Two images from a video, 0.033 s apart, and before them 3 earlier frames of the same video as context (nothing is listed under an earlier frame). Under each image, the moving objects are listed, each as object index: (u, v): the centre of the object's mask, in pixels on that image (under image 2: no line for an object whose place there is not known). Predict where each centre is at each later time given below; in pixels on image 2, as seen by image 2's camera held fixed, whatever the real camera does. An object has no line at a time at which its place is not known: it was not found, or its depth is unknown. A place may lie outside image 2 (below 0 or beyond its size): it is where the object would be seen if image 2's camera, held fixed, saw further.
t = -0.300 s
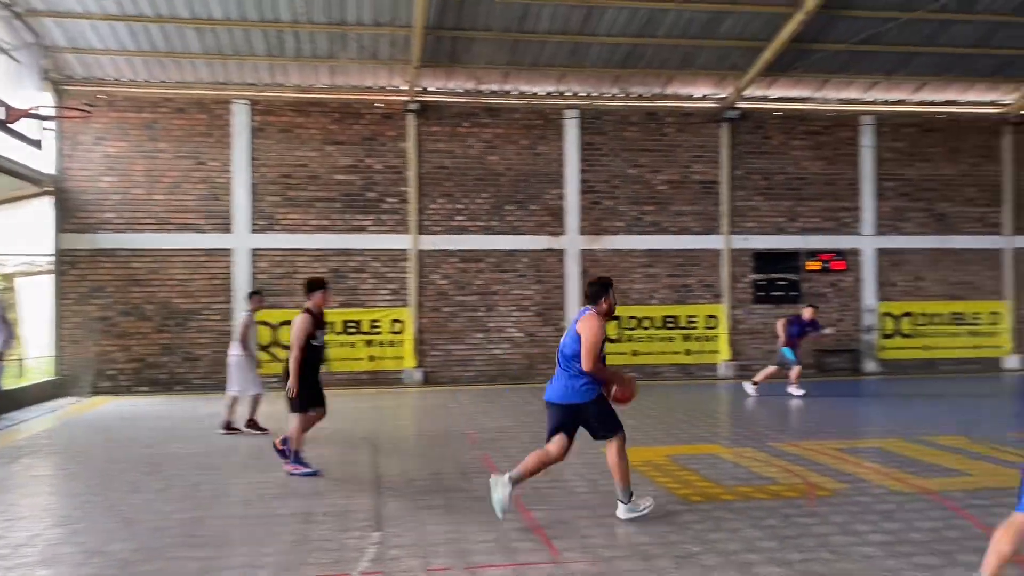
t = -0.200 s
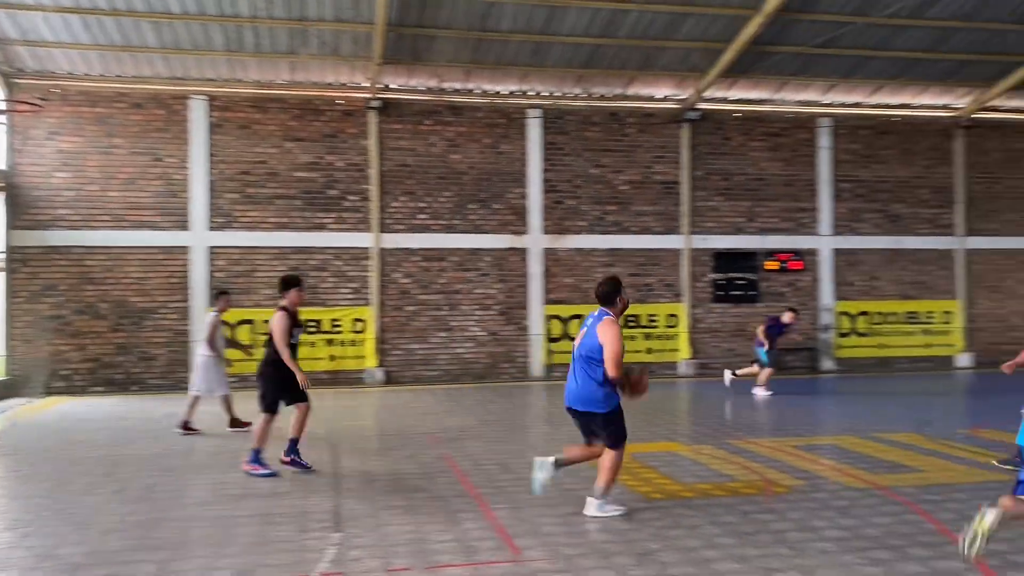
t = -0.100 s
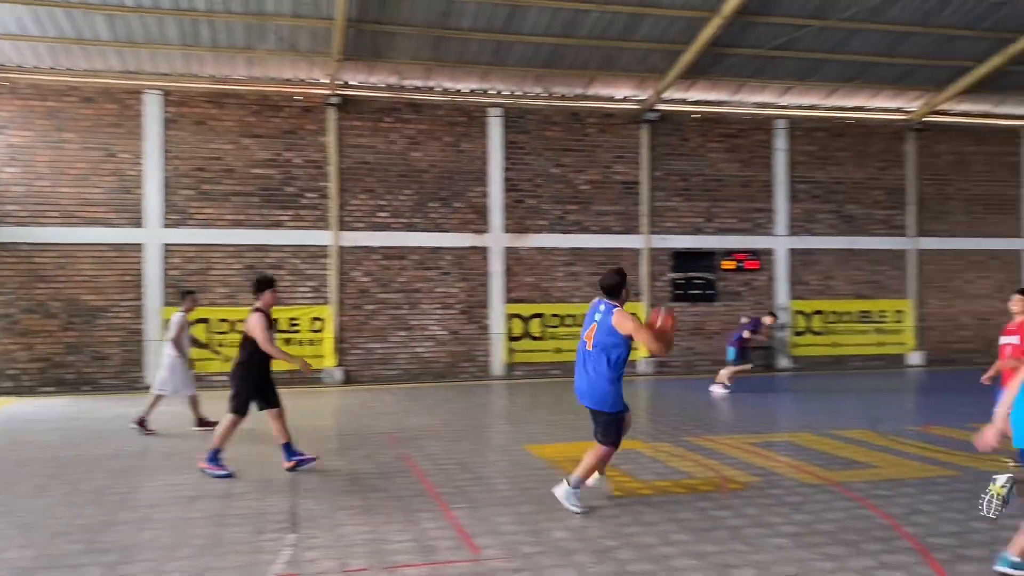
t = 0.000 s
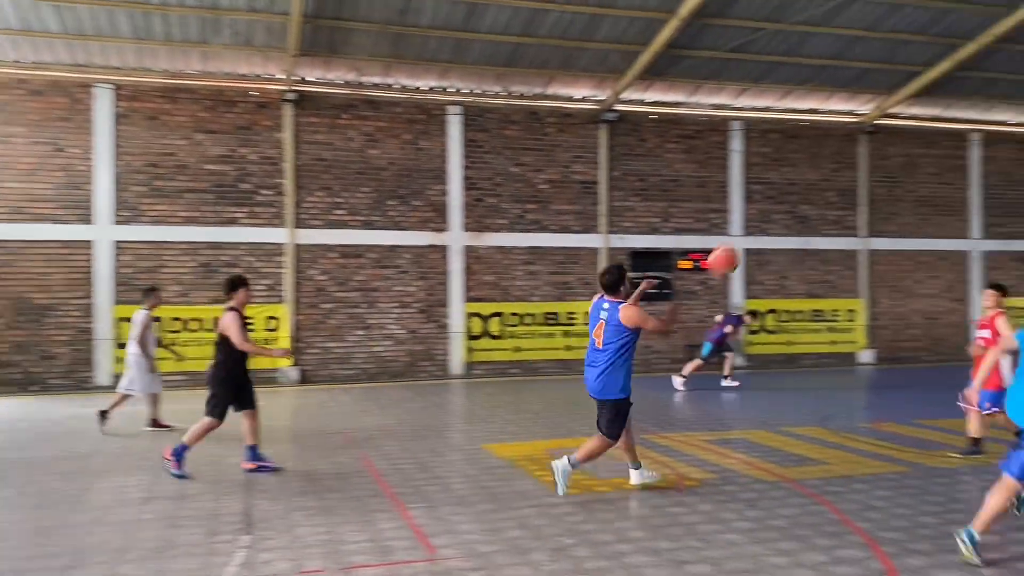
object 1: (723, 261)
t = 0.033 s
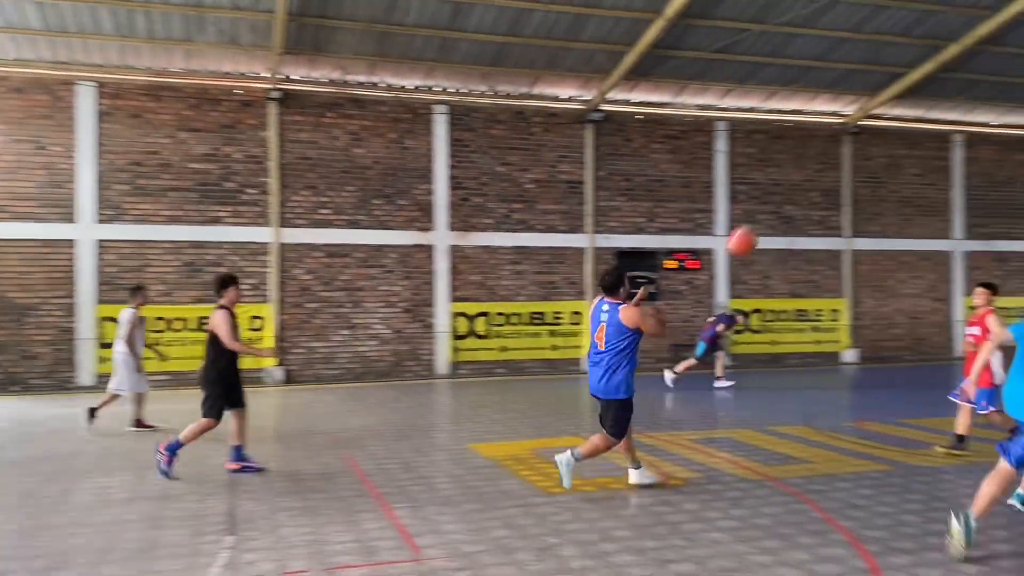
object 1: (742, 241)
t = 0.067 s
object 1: (772, 225)
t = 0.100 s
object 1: (802, 211)
